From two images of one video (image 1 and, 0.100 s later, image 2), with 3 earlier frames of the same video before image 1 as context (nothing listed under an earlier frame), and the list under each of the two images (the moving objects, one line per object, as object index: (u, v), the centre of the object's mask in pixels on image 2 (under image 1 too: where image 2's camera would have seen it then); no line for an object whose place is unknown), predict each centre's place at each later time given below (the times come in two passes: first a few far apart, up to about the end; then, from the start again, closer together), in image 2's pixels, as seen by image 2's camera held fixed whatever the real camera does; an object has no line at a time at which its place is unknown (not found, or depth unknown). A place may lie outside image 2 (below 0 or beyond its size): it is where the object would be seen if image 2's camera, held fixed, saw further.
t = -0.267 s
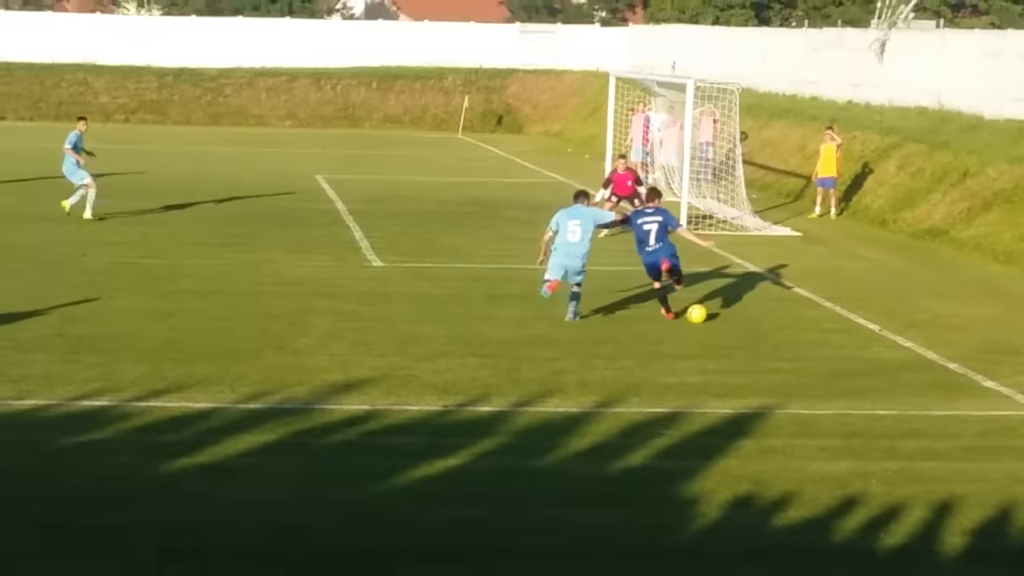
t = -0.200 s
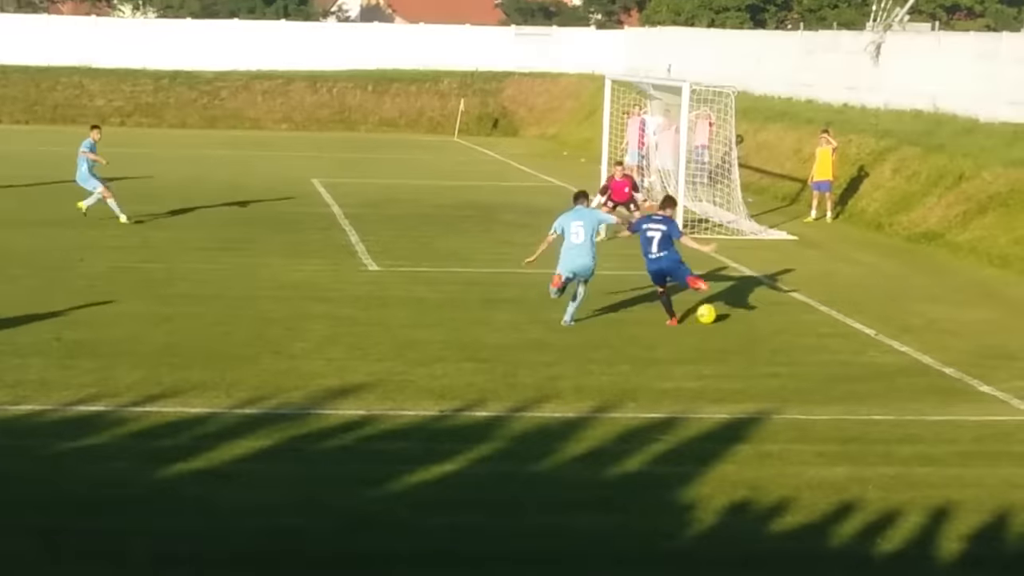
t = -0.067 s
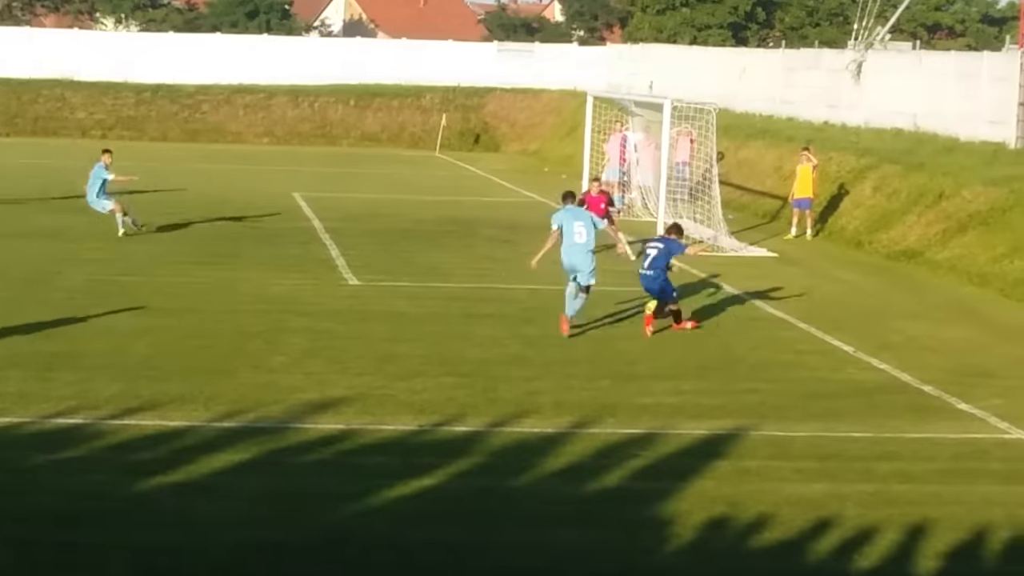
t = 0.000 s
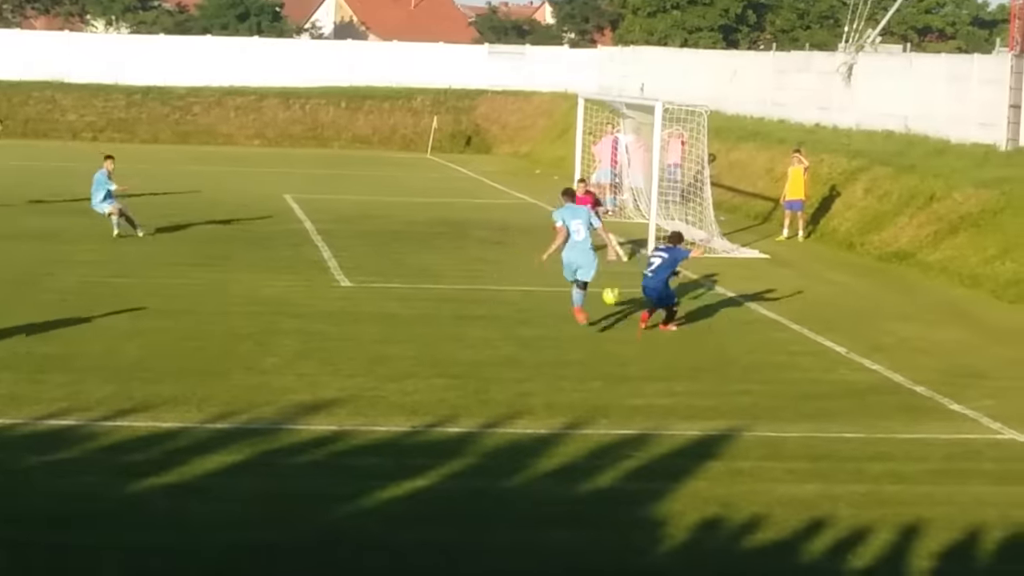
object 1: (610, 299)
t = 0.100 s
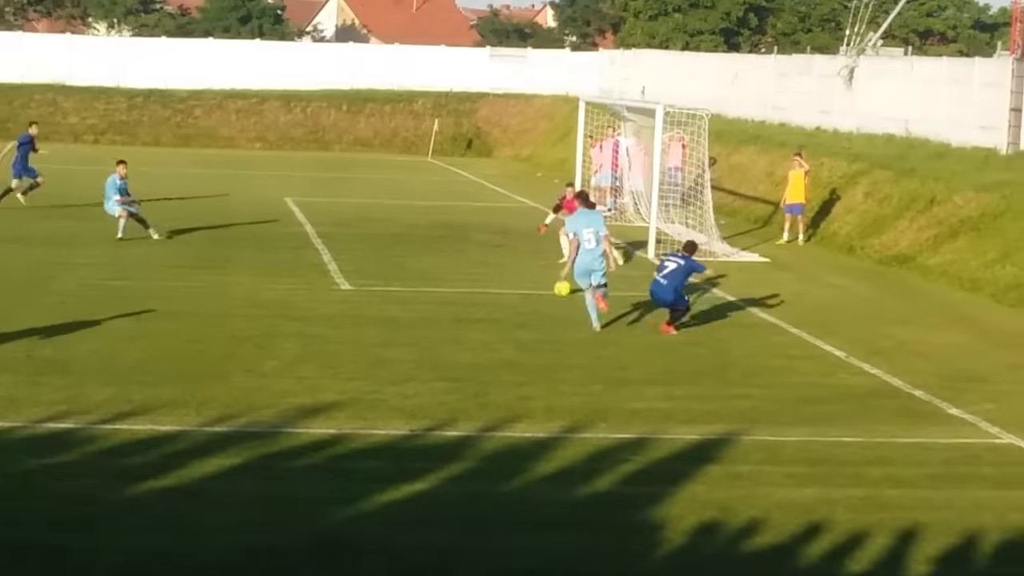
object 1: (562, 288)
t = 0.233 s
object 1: (510, 265)
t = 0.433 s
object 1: (448, 249)
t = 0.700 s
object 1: (387, 231)
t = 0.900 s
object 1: (350, 225)
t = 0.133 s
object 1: (548, 281)
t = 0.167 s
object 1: (535, 275)
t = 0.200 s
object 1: (523, 269)
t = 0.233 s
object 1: (510, 265)
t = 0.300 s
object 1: (487, 261)
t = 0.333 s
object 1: (475, 260)
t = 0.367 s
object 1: (465, 259)
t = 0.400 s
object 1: (456, 253)
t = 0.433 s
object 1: (448, 249)
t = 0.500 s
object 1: (431, 242)
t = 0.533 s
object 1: (423, 240)
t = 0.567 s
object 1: (415, 239)
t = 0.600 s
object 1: (407, 239)
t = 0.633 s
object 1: (400, 239)
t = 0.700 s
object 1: (387, 231)
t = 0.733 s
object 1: (381, 228)
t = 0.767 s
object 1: (374, 226)
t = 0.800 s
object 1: (368, 225)
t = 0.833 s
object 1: (362, 225)
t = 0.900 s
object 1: (350, 225)
